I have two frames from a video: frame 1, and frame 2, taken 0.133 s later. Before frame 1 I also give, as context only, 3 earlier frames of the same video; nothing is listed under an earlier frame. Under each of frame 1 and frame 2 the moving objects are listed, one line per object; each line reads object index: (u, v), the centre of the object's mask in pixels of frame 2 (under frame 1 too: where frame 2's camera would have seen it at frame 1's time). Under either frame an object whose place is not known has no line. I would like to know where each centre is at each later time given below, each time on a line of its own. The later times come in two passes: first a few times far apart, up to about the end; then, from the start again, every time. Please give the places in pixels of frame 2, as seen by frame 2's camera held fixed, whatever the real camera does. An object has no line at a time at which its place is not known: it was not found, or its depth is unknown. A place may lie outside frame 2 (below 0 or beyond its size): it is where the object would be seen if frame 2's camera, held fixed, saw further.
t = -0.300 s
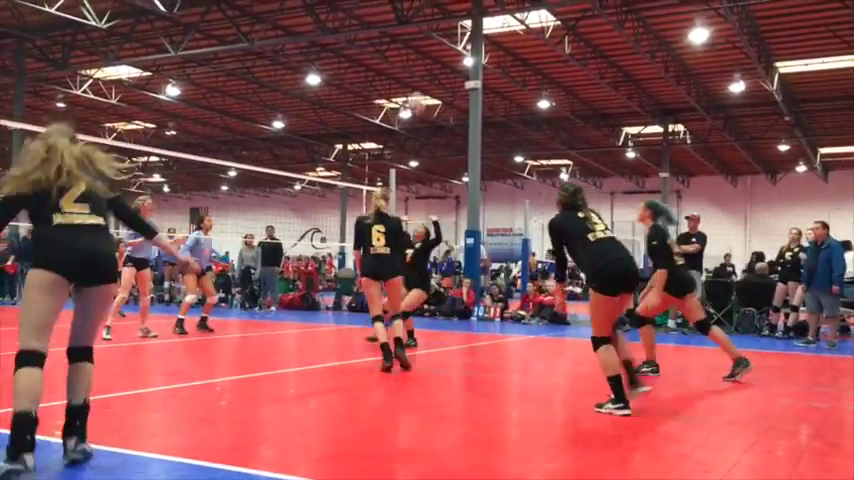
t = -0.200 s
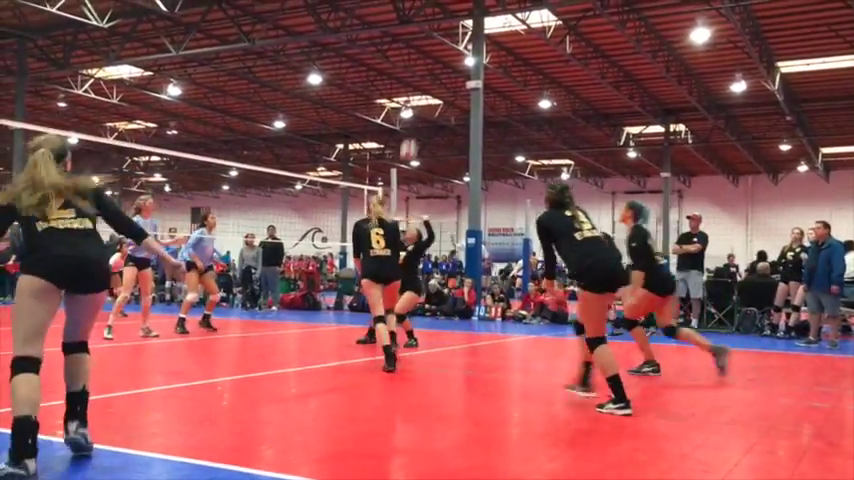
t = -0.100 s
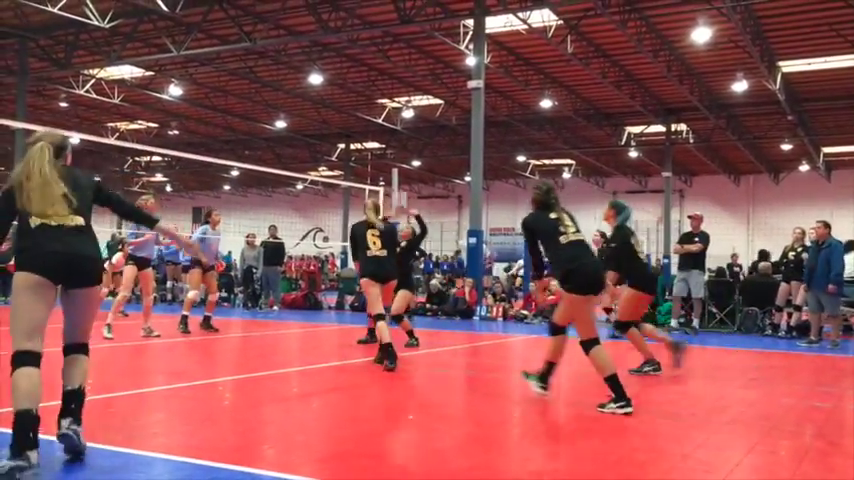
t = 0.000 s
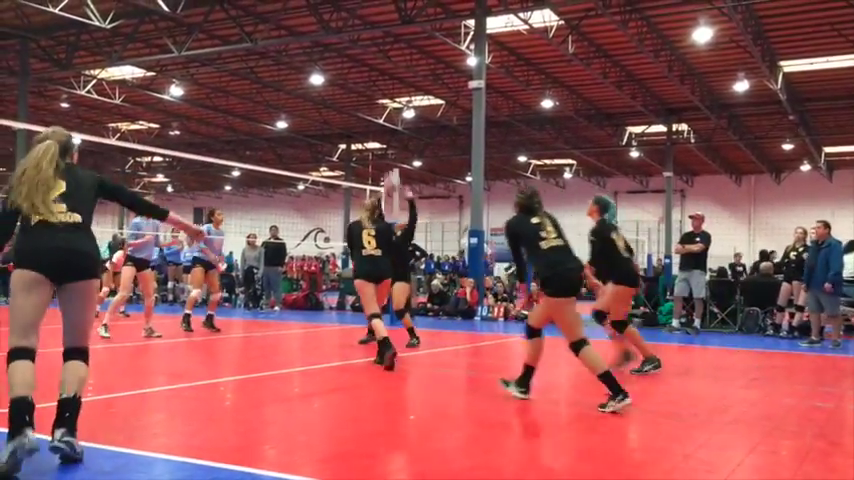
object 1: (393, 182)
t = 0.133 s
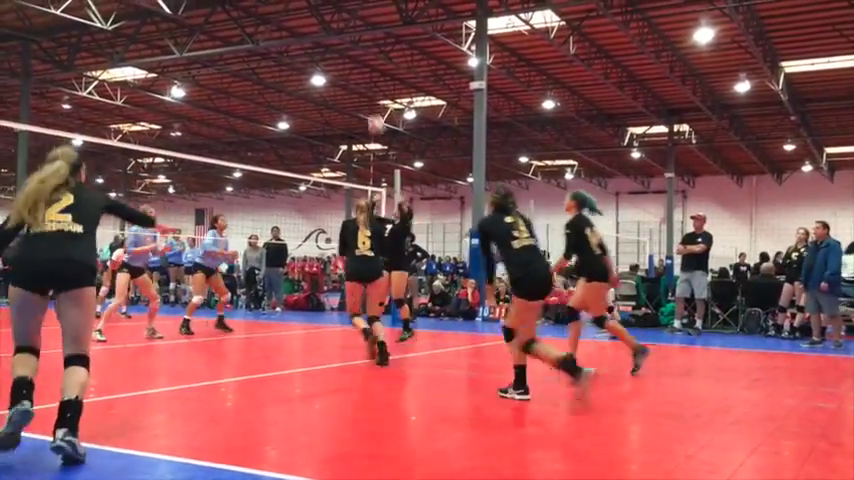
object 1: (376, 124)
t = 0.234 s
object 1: (363, 90)
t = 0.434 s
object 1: (338, 46)
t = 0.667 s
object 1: (306, 33)
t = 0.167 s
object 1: (372, 112)
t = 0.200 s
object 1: (368, 101)
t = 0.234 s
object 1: (363, 90)
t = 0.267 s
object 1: (359, 80)
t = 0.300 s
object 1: (355, 71)
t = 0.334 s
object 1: (351, 65)
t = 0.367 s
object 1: (346, 58)
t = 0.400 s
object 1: (342, 50)
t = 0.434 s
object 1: (338, 46)
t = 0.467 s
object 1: (333, 41)
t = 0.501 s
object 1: (329, 38)
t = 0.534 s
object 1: (324, 35)
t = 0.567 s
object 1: (320, 33)
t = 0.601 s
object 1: (315, 32)
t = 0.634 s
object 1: (310, 32)
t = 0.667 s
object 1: (306, 33)
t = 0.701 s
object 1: (301, 35)
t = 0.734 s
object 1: (296, 39)
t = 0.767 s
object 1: (291, 42)
